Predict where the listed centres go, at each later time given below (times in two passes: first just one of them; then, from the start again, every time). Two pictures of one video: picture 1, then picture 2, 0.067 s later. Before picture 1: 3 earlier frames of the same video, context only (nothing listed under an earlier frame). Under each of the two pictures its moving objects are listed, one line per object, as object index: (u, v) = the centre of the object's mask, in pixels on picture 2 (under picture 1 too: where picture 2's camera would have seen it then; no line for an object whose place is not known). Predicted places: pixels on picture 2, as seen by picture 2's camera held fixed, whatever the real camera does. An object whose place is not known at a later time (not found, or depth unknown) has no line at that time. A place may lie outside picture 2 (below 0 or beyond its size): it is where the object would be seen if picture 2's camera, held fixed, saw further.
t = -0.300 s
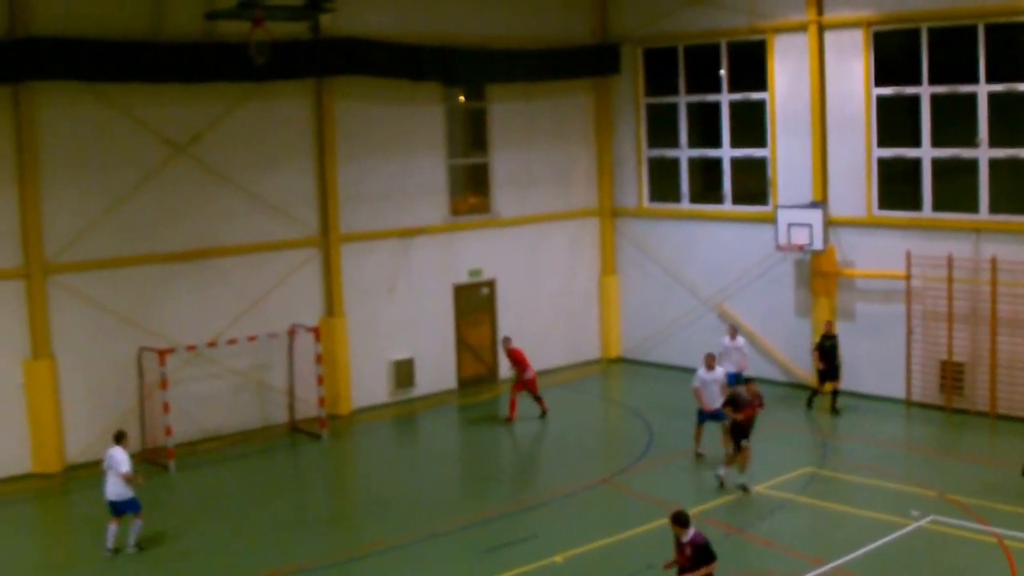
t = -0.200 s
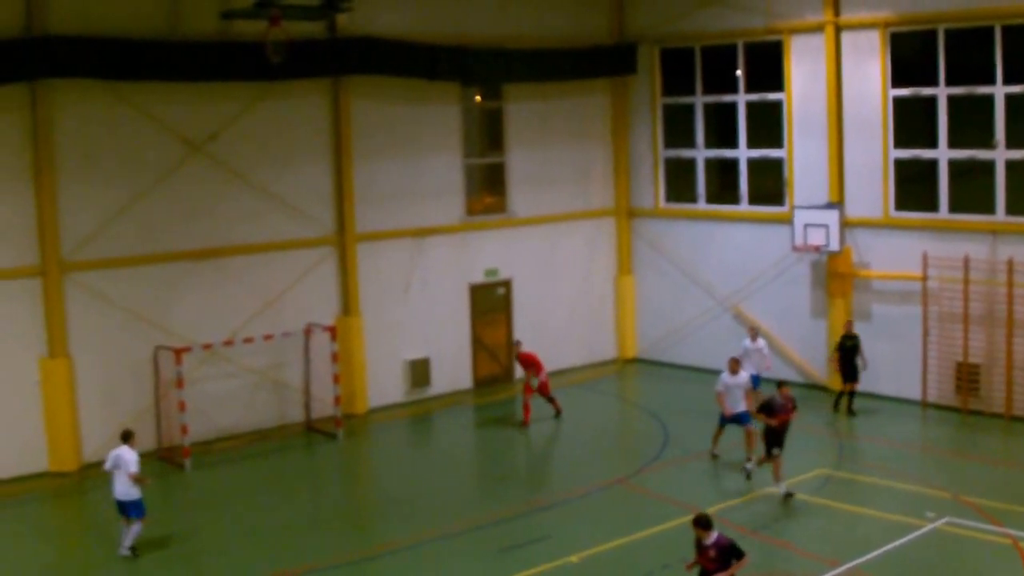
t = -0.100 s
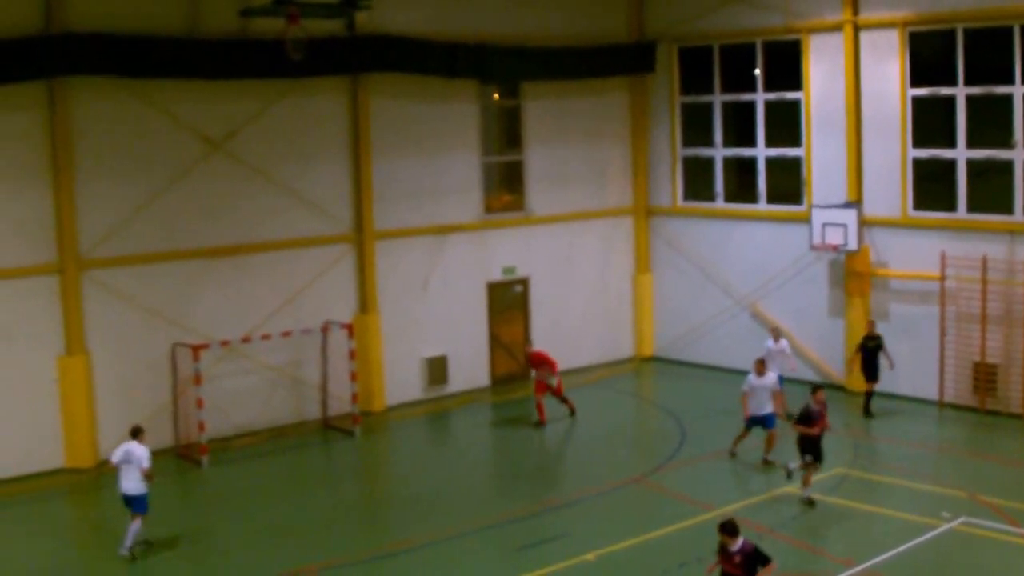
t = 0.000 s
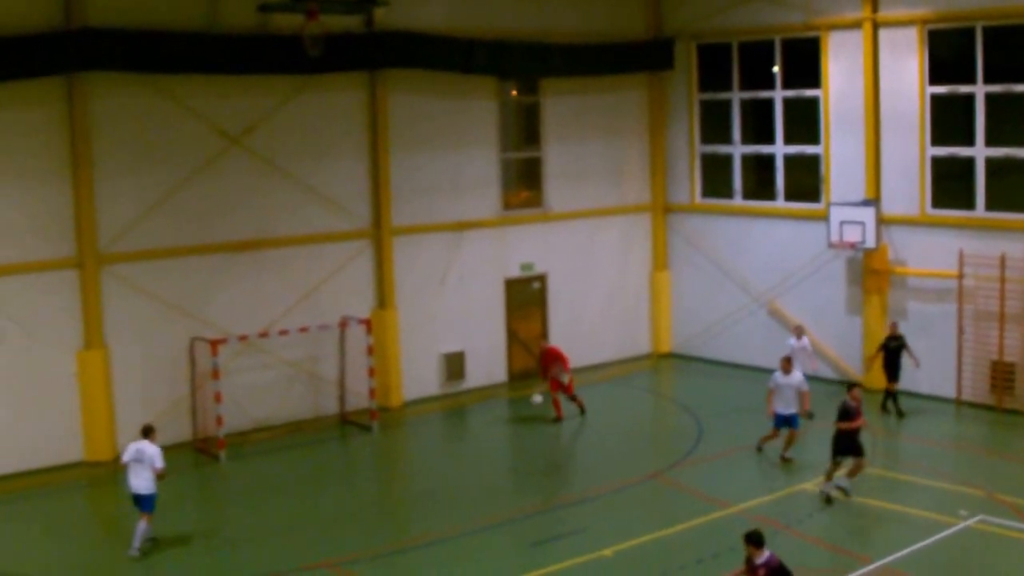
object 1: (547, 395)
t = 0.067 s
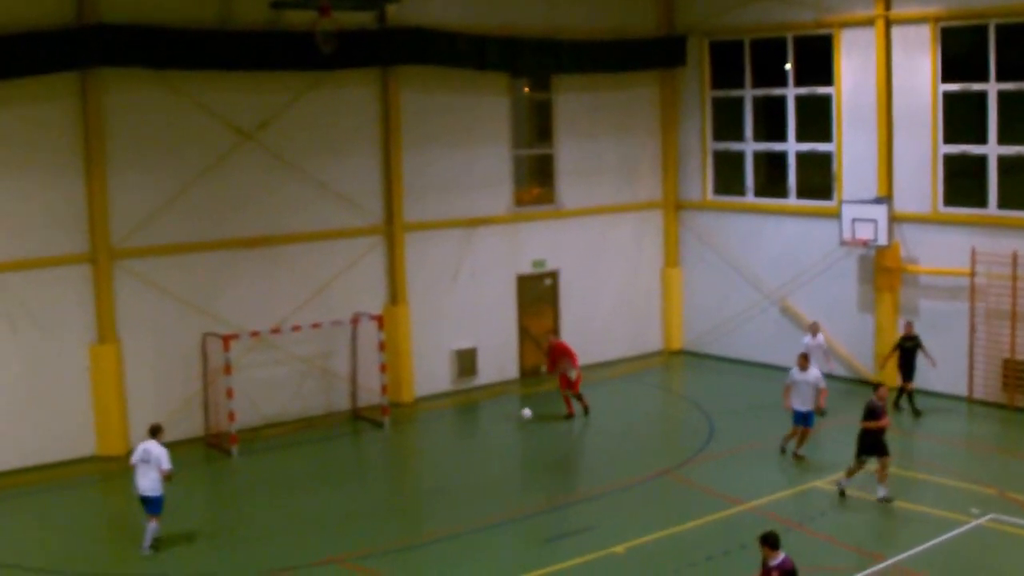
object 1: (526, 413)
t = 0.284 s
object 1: (460, 441)
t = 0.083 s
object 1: (521, 418)
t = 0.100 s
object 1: (514, 423)
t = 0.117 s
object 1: (509, 428)
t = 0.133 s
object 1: (503, 432)
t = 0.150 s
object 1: (499, 432)
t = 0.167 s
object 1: (494, 433)
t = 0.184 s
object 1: (489, 434)
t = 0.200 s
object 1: (484, 435)
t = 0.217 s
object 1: (480, 436)
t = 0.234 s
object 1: (475, 437)
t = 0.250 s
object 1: (470, 438)
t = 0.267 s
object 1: (465, 440)
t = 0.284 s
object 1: (460, 441)
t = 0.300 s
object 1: (455, 444)
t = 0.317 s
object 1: (450, 446)
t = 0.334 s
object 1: (445, 448)
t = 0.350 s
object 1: (440, 451)
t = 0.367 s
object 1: (435, 454)
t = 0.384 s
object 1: (430, 457)
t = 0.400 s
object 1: (425, 460)
